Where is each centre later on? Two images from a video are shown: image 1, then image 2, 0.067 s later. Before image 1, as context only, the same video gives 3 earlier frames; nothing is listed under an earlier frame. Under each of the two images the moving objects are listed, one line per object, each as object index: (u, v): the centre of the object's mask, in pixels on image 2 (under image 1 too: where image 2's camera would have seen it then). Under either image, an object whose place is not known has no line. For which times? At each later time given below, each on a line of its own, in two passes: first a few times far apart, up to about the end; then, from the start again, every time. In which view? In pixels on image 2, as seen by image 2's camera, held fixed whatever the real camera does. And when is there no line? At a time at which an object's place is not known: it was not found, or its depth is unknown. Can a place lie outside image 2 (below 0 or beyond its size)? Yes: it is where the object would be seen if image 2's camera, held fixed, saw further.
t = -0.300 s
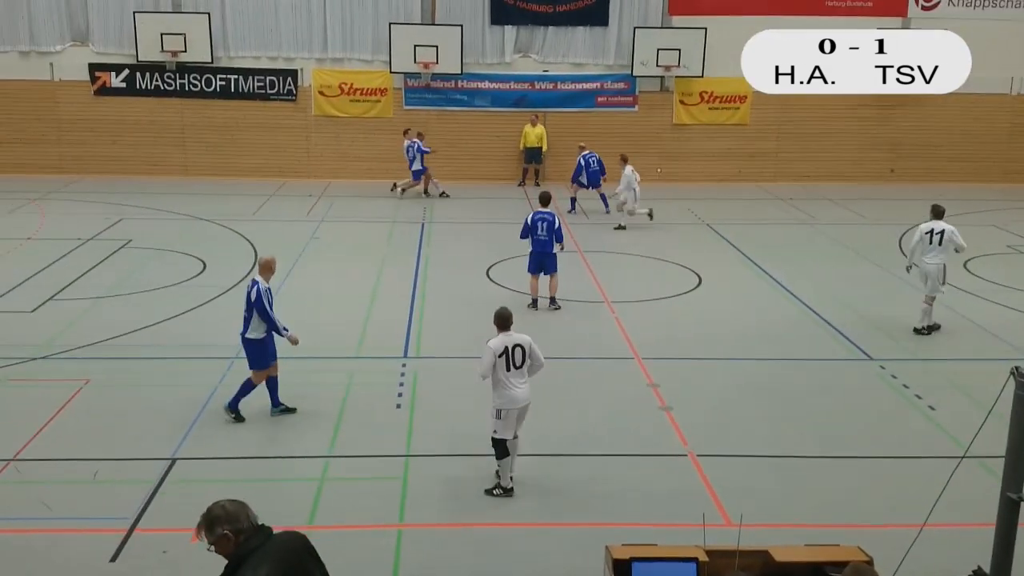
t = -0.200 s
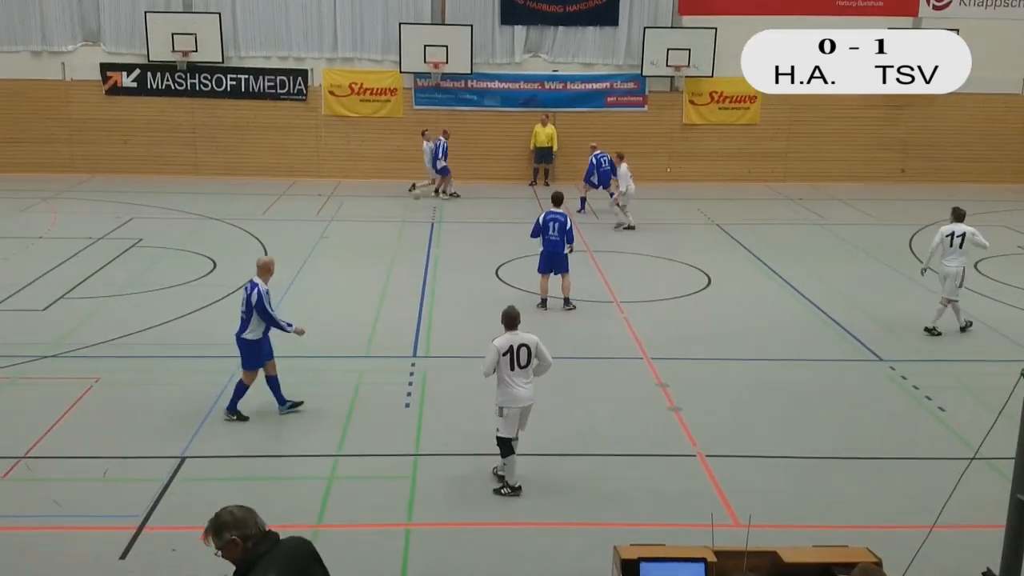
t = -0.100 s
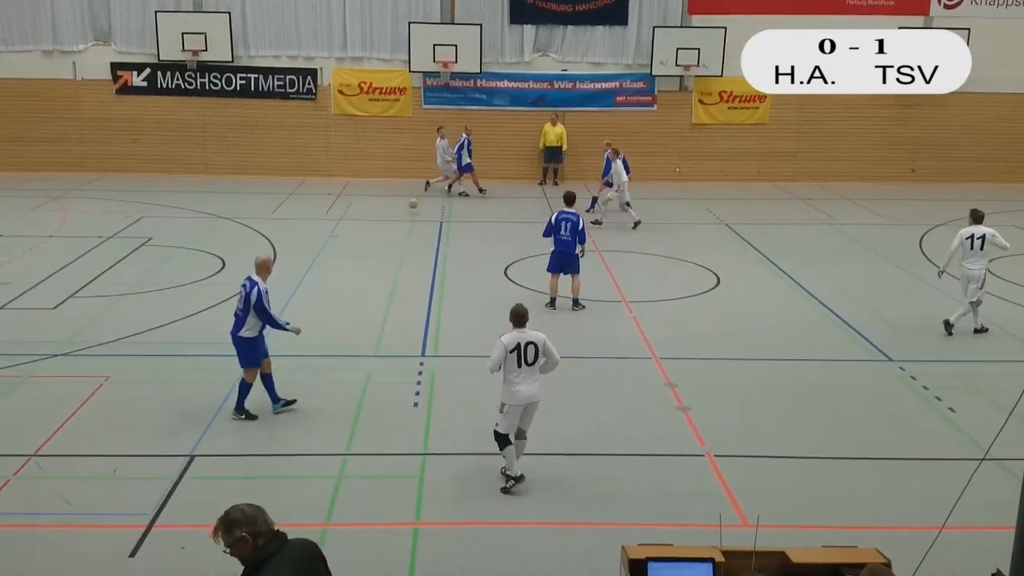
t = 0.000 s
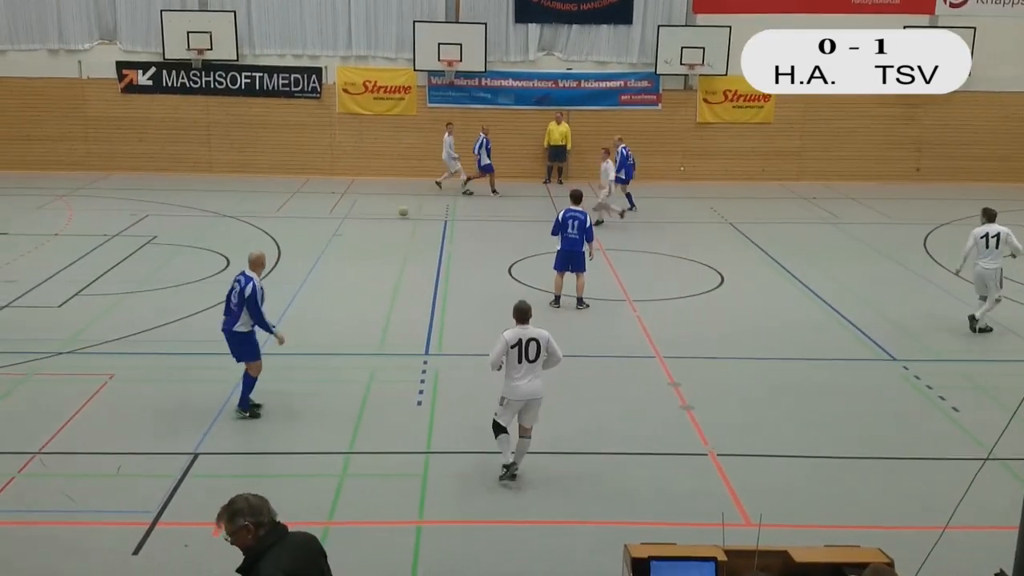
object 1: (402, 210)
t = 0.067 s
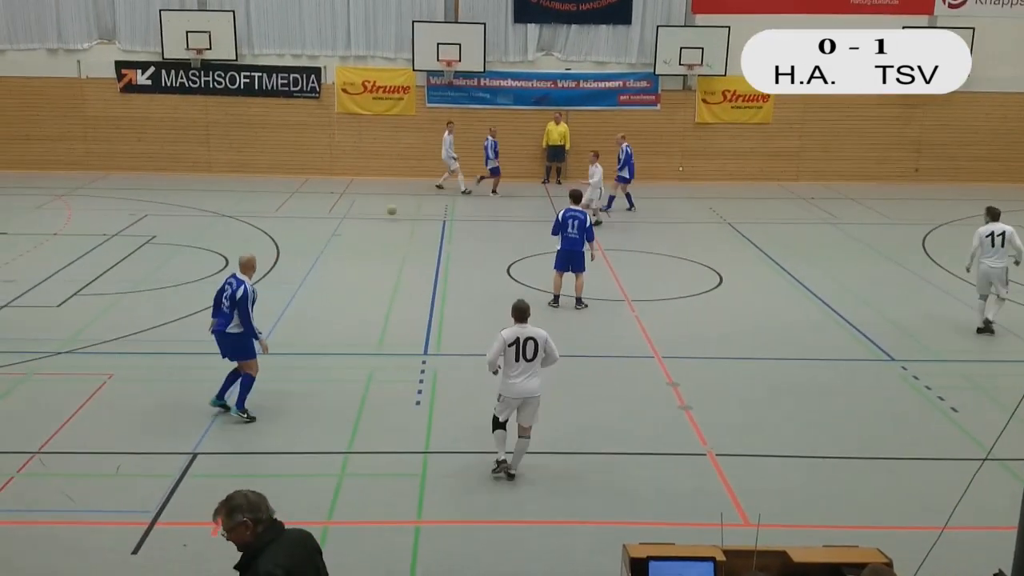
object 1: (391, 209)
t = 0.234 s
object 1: (363, 216)
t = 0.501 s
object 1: (316, 229)
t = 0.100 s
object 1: (386, 210)
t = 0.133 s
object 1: (380, 210)
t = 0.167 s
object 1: (375, 211)
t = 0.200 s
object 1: (369, 213)
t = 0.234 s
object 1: (363, 216)
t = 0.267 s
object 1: (358, 219)
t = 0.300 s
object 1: (352, 222)
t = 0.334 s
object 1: (346, 227)
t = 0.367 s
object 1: (341, 231)
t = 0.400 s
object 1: (335, 230)
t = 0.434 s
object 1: (329, 229)
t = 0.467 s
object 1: (323, 229)
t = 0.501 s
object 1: (316, 229)
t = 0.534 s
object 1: (310, 232)
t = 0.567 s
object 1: (304, 233)
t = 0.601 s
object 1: (298, 235)
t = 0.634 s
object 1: (290, 240)
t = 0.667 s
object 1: (284, 245)
